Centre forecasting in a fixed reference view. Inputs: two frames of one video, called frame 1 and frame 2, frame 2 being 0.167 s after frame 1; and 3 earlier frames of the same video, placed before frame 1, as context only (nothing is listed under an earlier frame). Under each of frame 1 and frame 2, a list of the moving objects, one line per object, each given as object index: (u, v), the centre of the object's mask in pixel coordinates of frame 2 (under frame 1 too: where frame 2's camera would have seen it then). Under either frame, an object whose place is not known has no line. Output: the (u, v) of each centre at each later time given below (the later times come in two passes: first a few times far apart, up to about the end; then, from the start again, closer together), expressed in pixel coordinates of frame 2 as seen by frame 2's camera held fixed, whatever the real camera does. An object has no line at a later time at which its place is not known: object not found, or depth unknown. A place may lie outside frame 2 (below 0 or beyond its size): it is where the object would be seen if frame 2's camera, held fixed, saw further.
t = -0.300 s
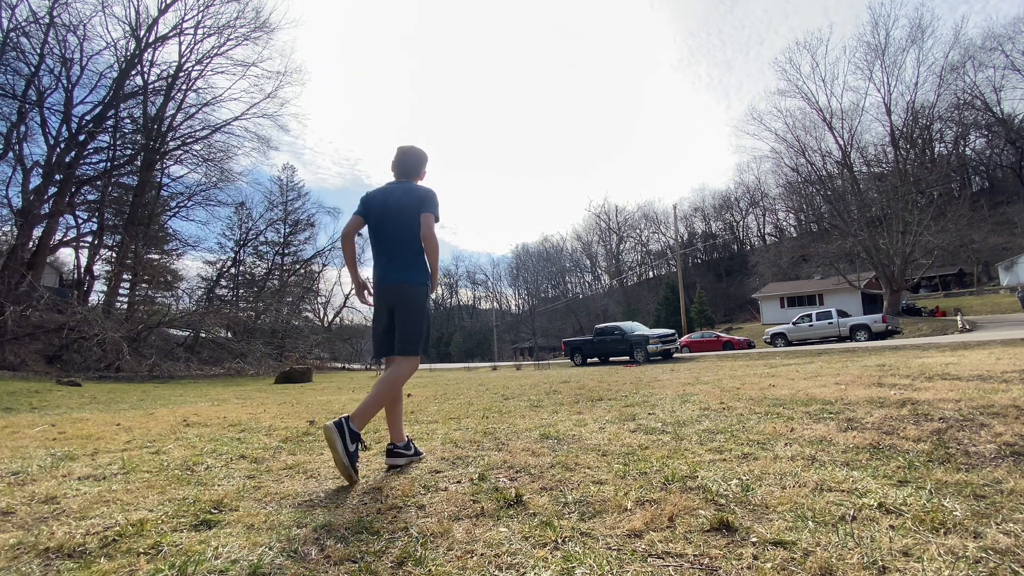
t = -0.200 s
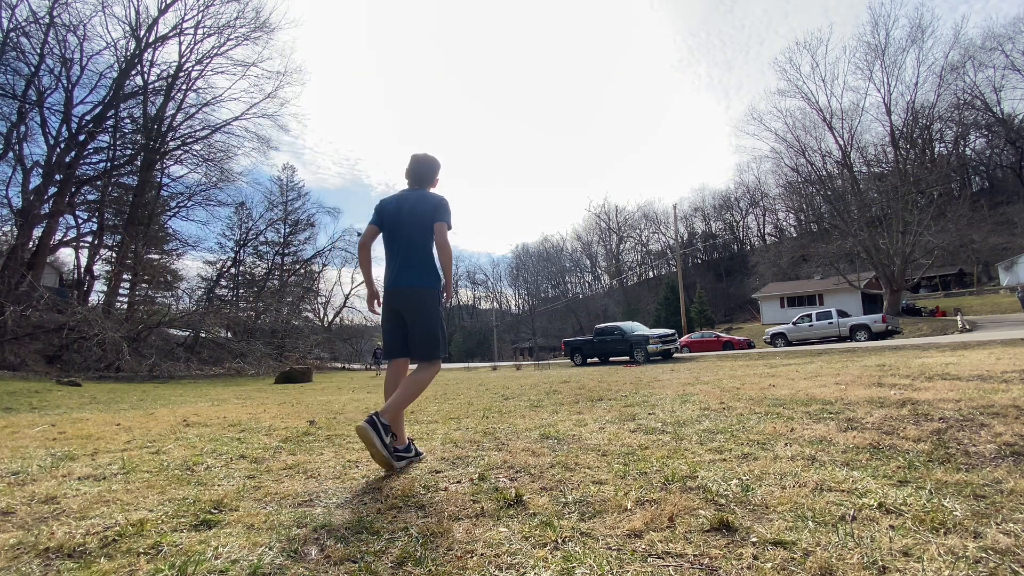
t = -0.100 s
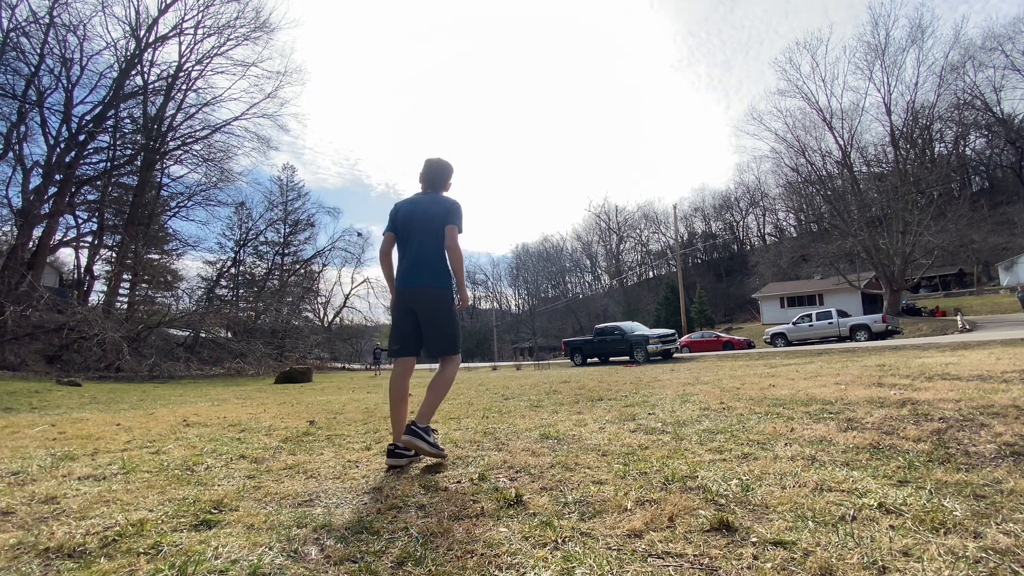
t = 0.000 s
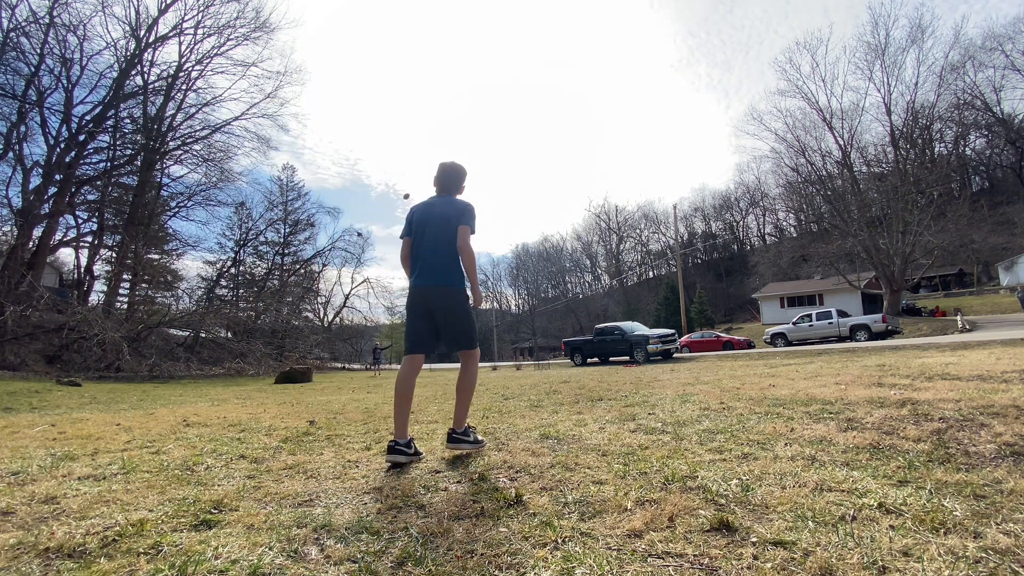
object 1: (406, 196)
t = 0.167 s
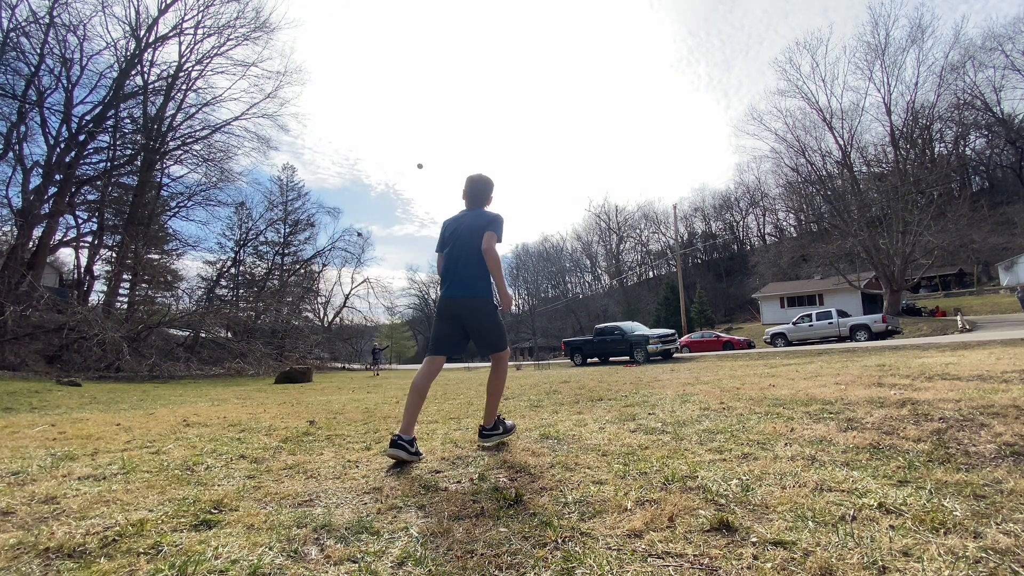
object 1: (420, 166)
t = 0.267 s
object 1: (429, 150)
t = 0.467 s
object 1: (454, 127)
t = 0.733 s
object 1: (503, 120)
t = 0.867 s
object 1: (543, 136)
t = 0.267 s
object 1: (429, 150)
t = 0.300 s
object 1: (433, 145)
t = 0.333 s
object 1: (437, 141)
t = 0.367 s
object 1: (441, 137)
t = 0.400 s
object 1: (445, 133)
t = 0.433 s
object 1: (449, 130)
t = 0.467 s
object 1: (454, 127)
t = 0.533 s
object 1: (464, 122)
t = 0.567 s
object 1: (469, 120)
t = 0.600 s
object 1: (475, 119)
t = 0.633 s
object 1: (481, 118)
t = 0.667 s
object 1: (488, 118)
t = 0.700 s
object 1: (495, 119)
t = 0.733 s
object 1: (503, 120)
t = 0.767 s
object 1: (512, 122)
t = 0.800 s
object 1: (521, 125)
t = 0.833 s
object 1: (532, 130)
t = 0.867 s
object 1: (543, 136)
